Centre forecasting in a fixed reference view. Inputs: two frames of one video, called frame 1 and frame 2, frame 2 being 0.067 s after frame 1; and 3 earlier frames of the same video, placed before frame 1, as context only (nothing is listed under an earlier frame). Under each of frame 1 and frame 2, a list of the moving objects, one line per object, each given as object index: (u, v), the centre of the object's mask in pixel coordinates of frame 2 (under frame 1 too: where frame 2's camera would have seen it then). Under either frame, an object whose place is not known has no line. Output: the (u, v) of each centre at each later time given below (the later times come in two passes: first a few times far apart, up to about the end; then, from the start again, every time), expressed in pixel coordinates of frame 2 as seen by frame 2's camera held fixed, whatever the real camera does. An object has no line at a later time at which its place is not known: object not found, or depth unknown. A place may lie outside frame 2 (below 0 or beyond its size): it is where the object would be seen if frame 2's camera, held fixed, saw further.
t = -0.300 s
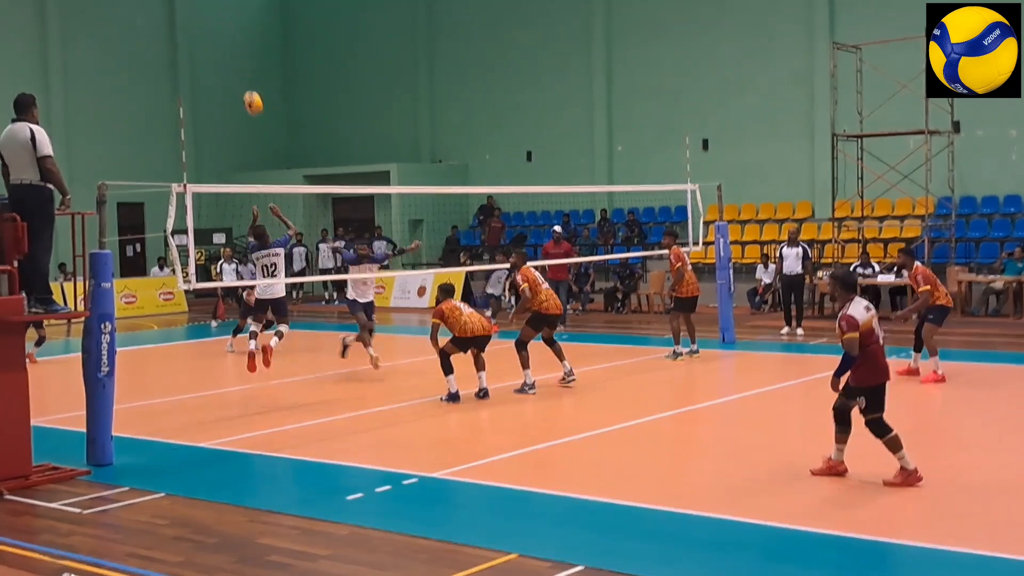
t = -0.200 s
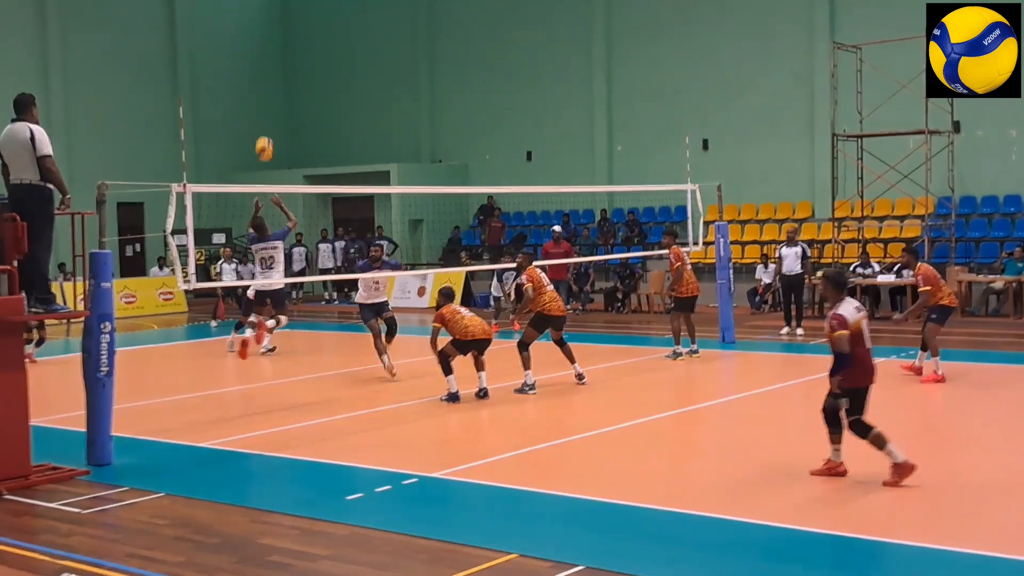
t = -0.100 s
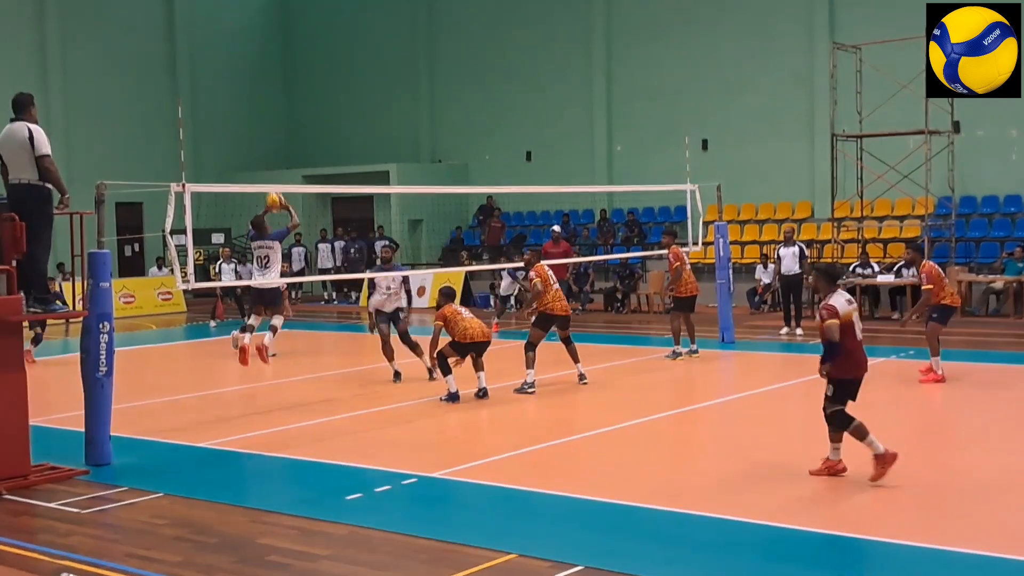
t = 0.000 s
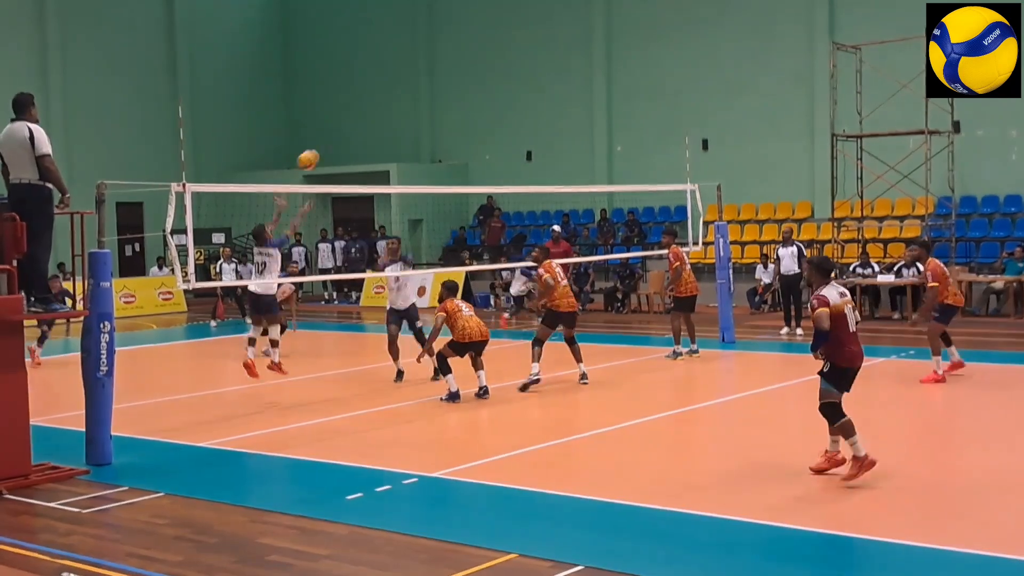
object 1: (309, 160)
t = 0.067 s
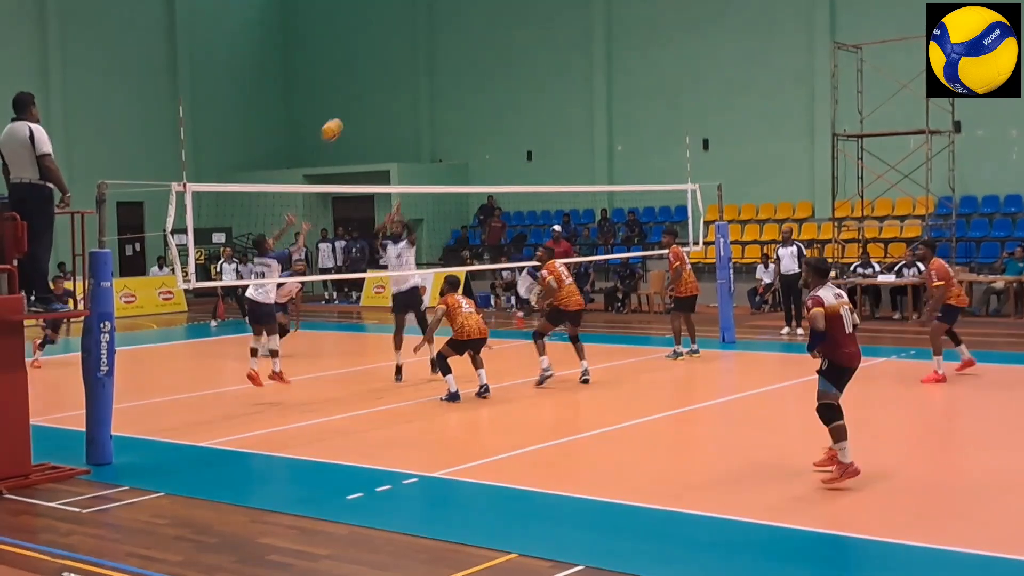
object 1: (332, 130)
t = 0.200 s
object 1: (376, 85)
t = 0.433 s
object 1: (447, 45)
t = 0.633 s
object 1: (502, 46)
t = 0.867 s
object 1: (557, 81)
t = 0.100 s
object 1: (343, 117)
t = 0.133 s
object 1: (355, 105)
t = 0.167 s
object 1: (365, 94)
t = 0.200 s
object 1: (376, 85)
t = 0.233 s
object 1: (387, 76)
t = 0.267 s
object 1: (398, 68)
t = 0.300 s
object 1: (408, 62)
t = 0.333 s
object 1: (417, 56)
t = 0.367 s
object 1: (427, 51)
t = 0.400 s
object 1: (437, 48)
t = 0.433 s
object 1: (447, 45)
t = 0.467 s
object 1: (456, 43)
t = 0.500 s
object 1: (466, 42)
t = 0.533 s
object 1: (475, 41)
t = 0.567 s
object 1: (484, 42)
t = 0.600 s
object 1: (493, 44)
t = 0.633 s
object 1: (502, 46)
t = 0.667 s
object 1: (510, 49)
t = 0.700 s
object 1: (518, 52)
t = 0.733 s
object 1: (526, 57)
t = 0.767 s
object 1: (535, 62)
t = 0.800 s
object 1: (542, 68)
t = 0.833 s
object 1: (550, 75)
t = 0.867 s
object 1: (557, 81)
